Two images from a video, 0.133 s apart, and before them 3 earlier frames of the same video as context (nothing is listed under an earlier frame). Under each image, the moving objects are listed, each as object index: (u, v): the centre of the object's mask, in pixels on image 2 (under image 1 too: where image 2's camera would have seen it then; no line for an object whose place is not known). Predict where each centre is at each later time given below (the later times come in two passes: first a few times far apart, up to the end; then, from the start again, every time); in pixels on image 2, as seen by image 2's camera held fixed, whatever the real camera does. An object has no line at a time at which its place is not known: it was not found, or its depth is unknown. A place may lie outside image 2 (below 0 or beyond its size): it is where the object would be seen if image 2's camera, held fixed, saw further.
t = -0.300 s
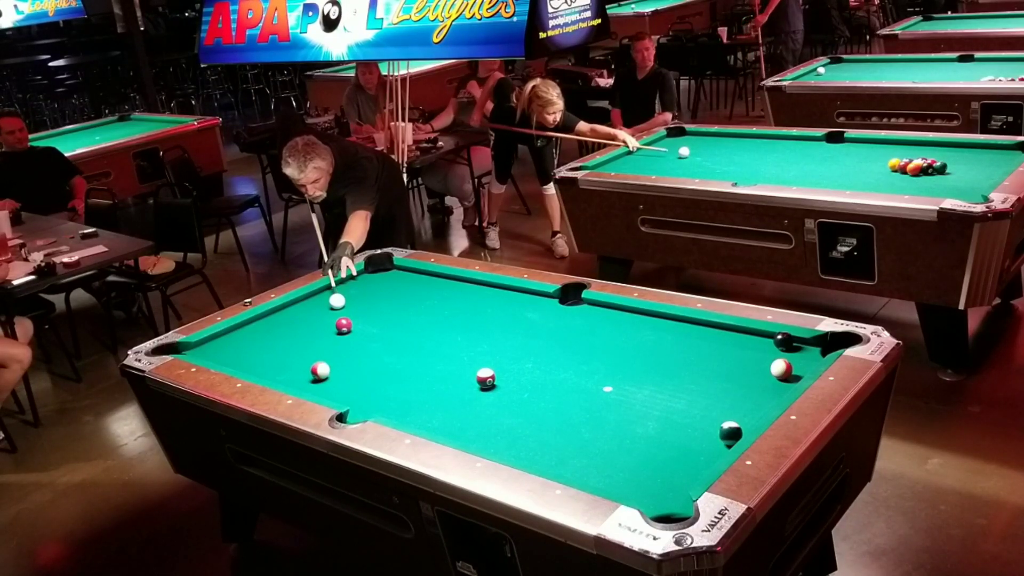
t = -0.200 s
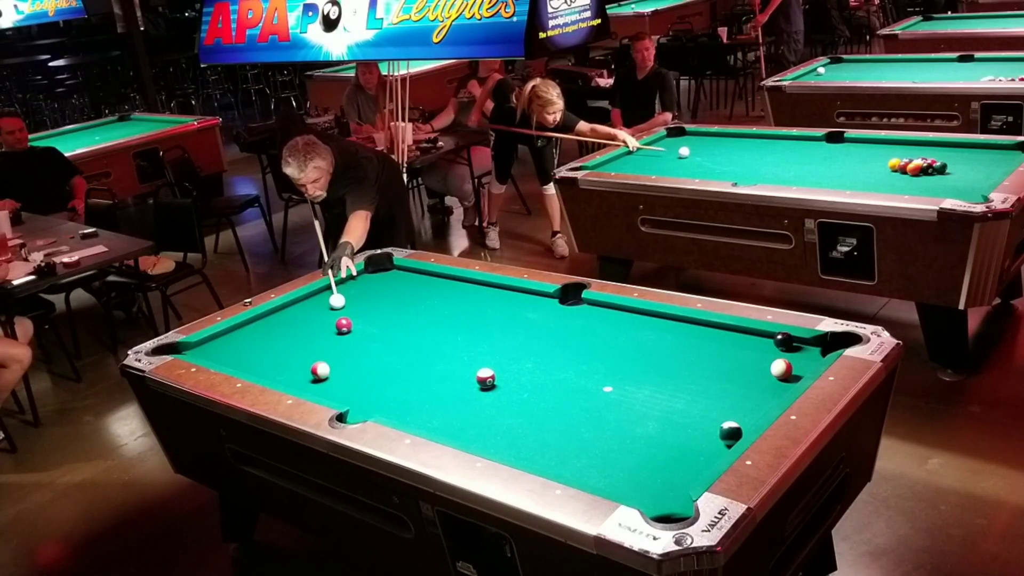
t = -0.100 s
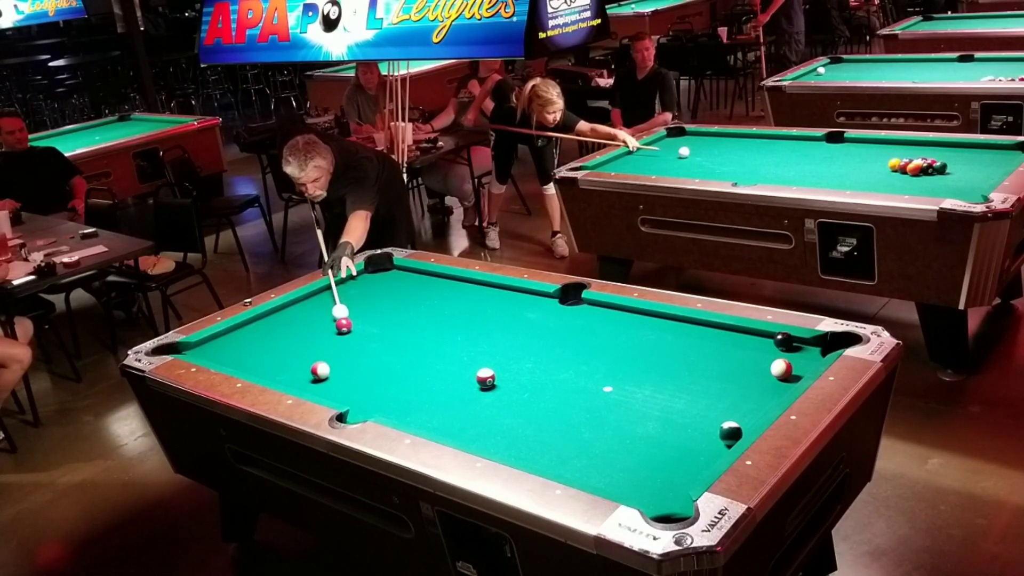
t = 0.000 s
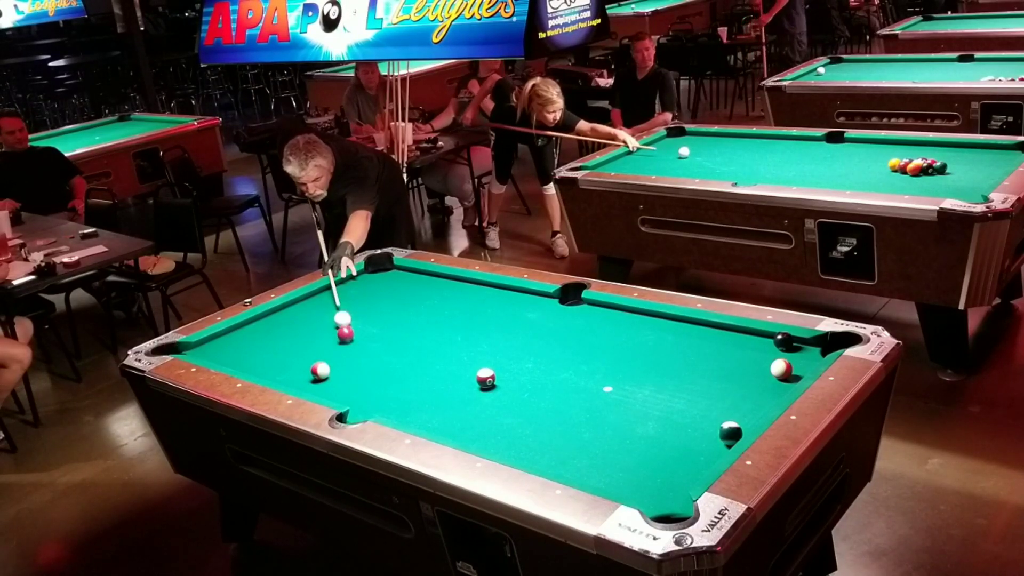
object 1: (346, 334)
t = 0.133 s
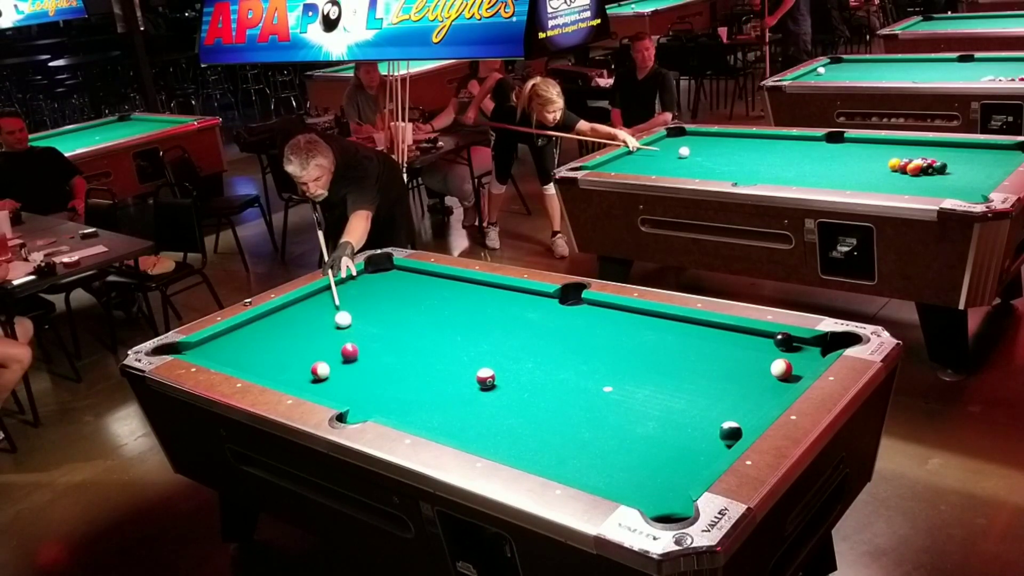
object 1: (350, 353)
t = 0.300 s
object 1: (354, 376)
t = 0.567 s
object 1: (363, 414)
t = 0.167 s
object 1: (350, 357)
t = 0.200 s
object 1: (351, 362)
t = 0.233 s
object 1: (352, 366)
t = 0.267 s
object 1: (353, 371)
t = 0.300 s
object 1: (354, 376)
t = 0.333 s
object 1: (356, 381)
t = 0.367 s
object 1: (357, 386)
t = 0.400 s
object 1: (357, 391)
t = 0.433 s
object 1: (359, 396)
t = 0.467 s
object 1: (360, 401)
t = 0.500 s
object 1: (361, 406)
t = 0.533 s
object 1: (362, 410)
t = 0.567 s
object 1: (363, 414)
